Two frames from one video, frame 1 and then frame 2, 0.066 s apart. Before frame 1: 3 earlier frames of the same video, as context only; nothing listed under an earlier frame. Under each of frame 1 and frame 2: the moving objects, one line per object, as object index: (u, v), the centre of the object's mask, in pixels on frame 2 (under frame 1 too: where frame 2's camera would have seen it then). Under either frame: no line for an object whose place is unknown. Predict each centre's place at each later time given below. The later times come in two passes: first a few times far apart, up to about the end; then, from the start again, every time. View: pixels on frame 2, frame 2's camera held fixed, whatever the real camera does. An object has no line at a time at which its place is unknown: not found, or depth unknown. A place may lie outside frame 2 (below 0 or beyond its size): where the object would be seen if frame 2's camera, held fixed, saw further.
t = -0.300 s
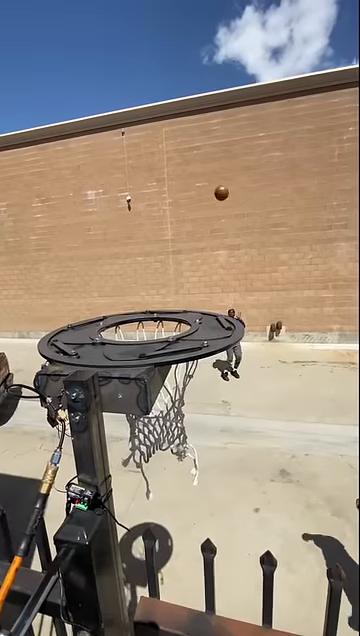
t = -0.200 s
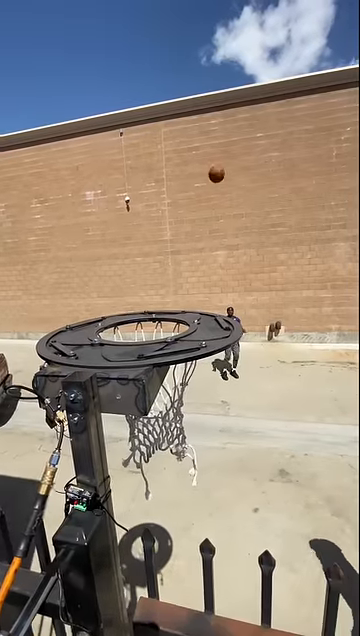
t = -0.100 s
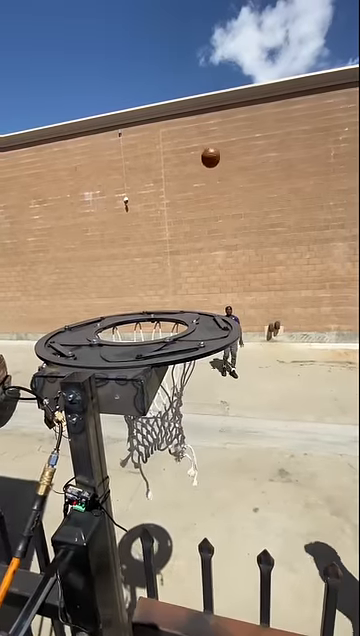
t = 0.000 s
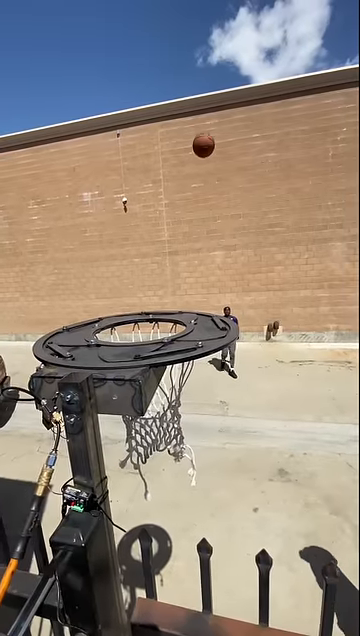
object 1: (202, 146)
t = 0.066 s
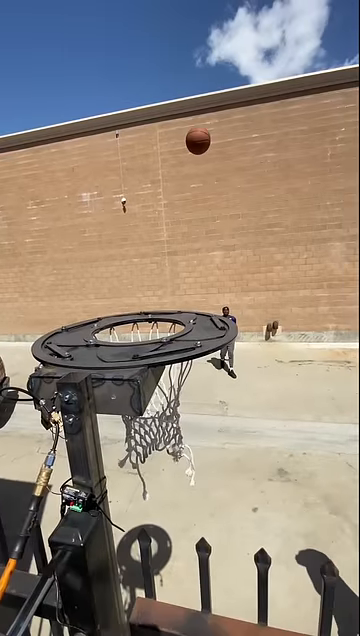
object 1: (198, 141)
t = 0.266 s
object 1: (176, 163)
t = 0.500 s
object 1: (154, 399)
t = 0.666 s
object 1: (165, 454)
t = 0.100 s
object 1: (195, 140)
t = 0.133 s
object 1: (192, 141)
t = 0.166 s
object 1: (189, 142)
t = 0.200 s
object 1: (185, 146)
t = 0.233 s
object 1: (181, 153)
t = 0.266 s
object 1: (176, 163)
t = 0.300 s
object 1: (170, 177)
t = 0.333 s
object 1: (164, 197)
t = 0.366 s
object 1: (156, 225)
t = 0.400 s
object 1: (145, 262)
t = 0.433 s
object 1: (132, 311)
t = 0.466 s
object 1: (133, 334)
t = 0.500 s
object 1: (154, 399)
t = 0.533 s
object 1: (150, 410)
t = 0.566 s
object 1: (153, 418)
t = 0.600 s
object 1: (158, 428)
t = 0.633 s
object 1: (161, 440)
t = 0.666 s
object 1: (165, 454)
